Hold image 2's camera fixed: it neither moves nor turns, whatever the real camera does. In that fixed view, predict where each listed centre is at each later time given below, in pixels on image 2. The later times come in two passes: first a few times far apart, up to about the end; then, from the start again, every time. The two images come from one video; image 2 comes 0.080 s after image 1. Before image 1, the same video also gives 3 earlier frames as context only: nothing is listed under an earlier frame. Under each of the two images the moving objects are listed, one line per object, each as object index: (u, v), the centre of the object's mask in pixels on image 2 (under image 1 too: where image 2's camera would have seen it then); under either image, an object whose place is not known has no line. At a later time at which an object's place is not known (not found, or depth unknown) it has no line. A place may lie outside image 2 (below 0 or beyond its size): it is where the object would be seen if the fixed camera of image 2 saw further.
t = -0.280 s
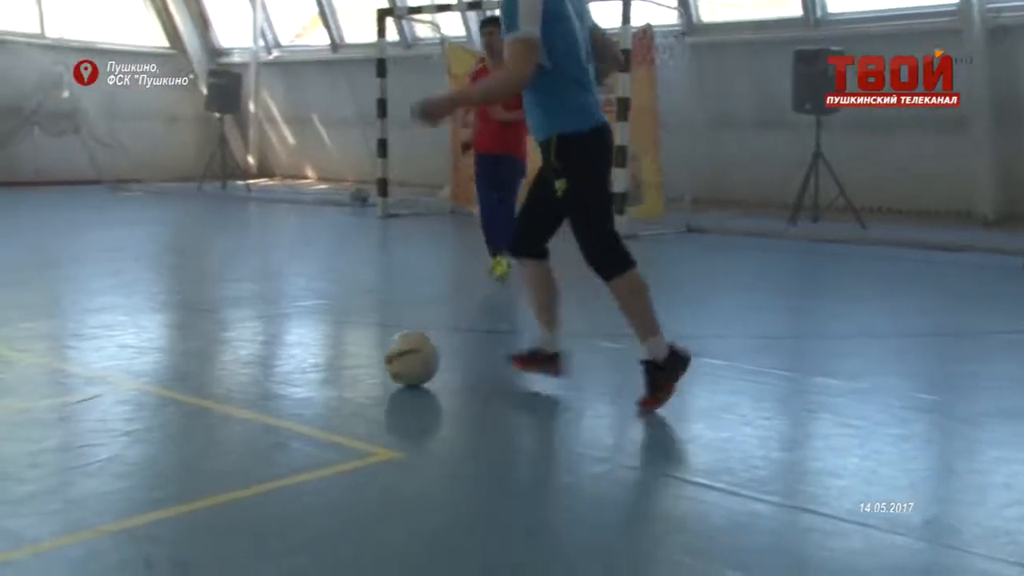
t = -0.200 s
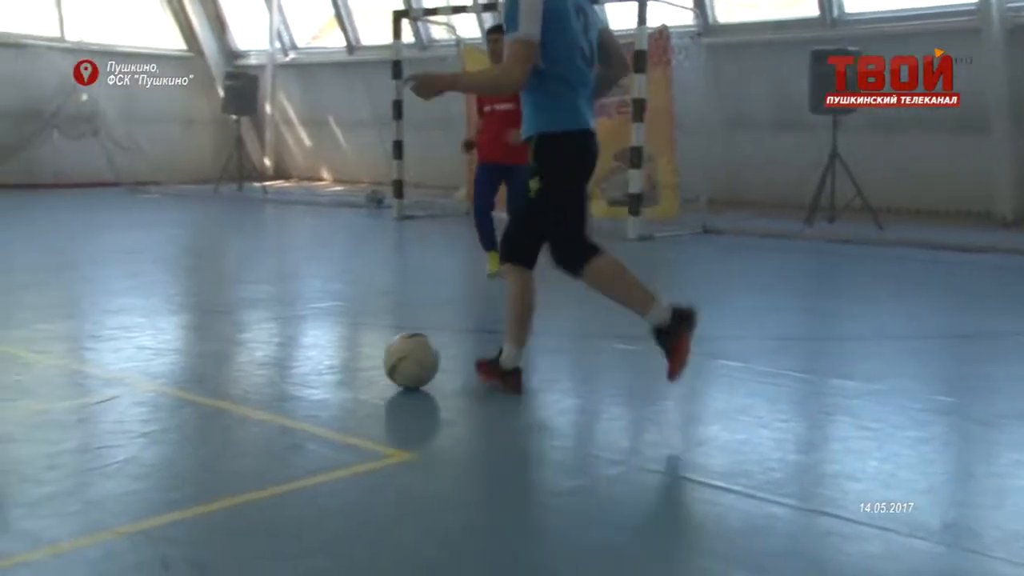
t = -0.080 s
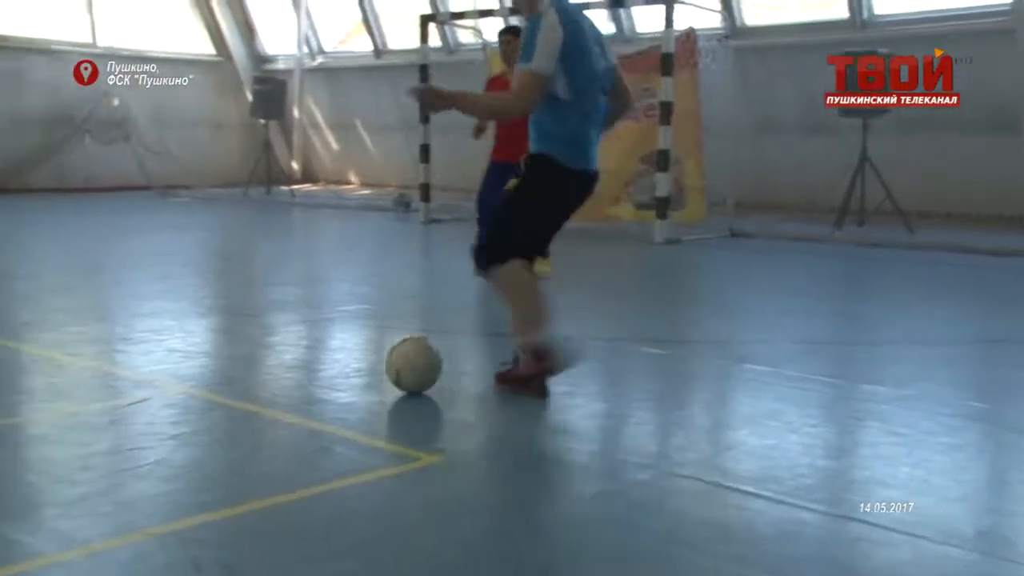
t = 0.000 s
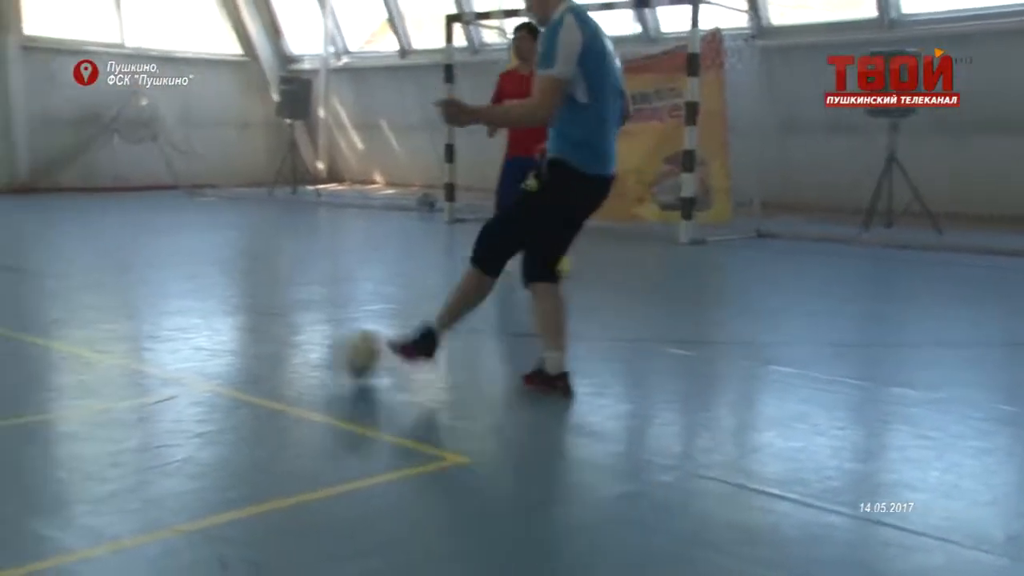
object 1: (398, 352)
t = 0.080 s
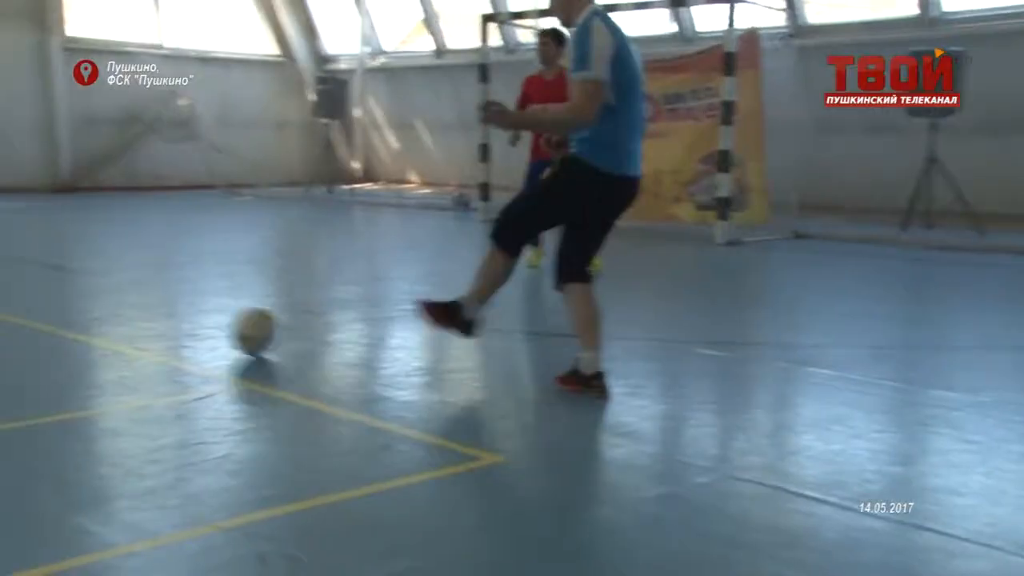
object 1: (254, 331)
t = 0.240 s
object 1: (51, 302)
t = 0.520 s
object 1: (-171, 265)
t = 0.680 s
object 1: (-253, 252)
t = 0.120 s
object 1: (196, 321)
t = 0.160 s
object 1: (142, 314)
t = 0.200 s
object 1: (95, 308)
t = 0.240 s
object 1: (51, 302)
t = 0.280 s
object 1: (11, 295)
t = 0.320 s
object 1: (-26, 288)
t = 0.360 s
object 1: (-60, 283)
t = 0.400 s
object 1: (-92, 277)
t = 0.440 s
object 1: (-121, 273)
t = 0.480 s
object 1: (-146, 269)
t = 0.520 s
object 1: (-171, 265)
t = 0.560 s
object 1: (-194, 261)
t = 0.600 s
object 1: (-215, 258)
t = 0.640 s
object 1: (-235, 255)
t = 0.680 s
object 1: (-253, 252)
